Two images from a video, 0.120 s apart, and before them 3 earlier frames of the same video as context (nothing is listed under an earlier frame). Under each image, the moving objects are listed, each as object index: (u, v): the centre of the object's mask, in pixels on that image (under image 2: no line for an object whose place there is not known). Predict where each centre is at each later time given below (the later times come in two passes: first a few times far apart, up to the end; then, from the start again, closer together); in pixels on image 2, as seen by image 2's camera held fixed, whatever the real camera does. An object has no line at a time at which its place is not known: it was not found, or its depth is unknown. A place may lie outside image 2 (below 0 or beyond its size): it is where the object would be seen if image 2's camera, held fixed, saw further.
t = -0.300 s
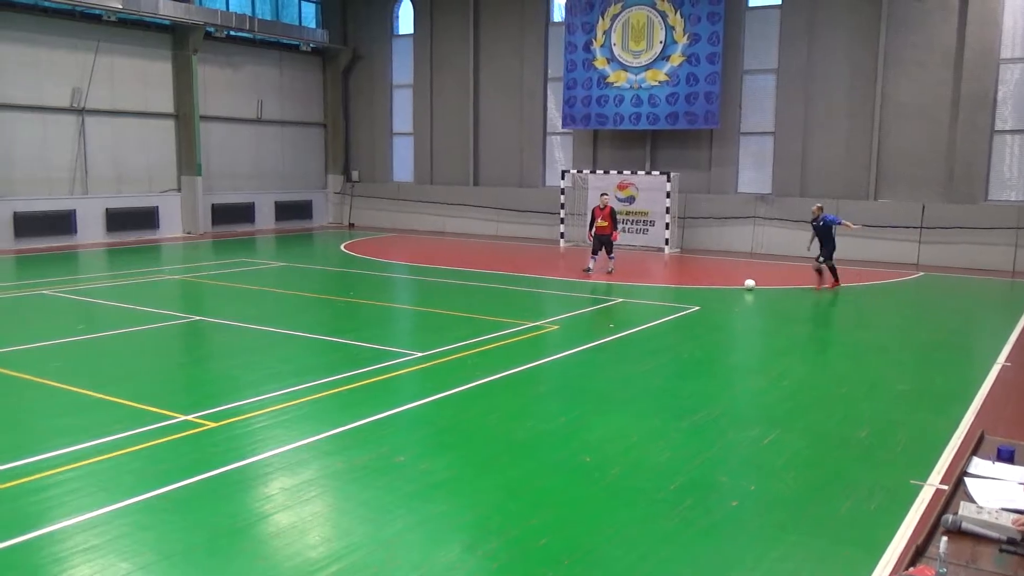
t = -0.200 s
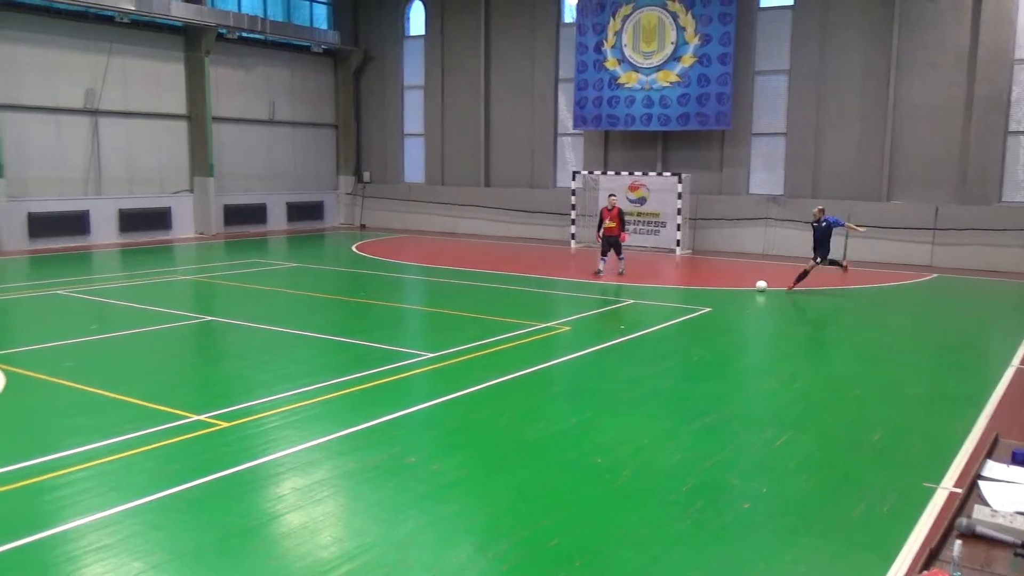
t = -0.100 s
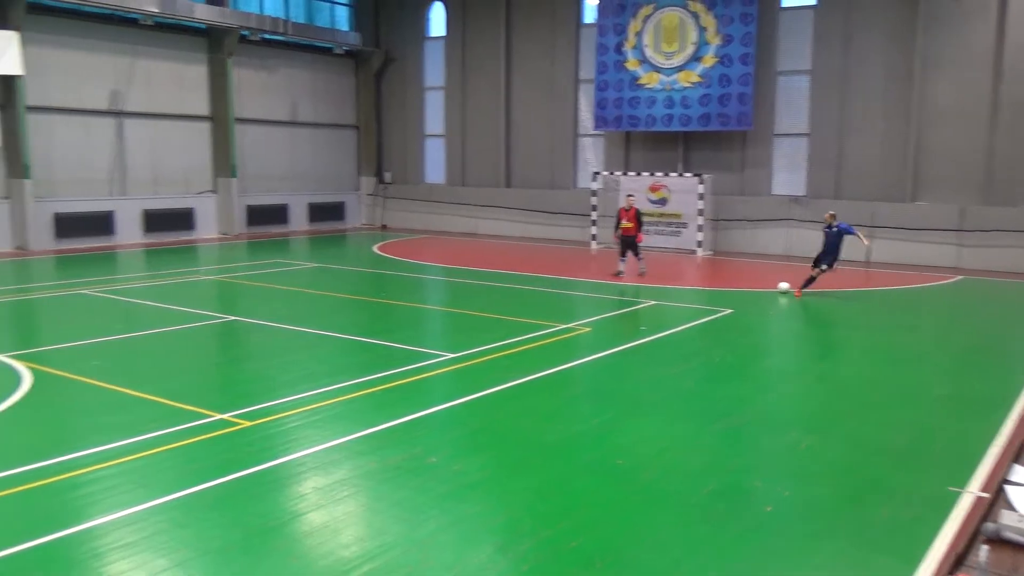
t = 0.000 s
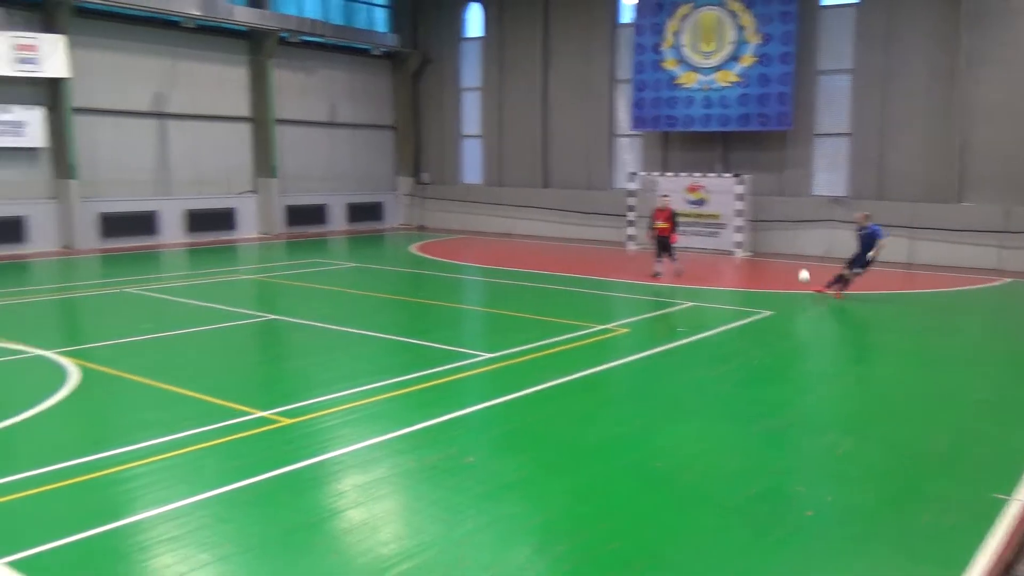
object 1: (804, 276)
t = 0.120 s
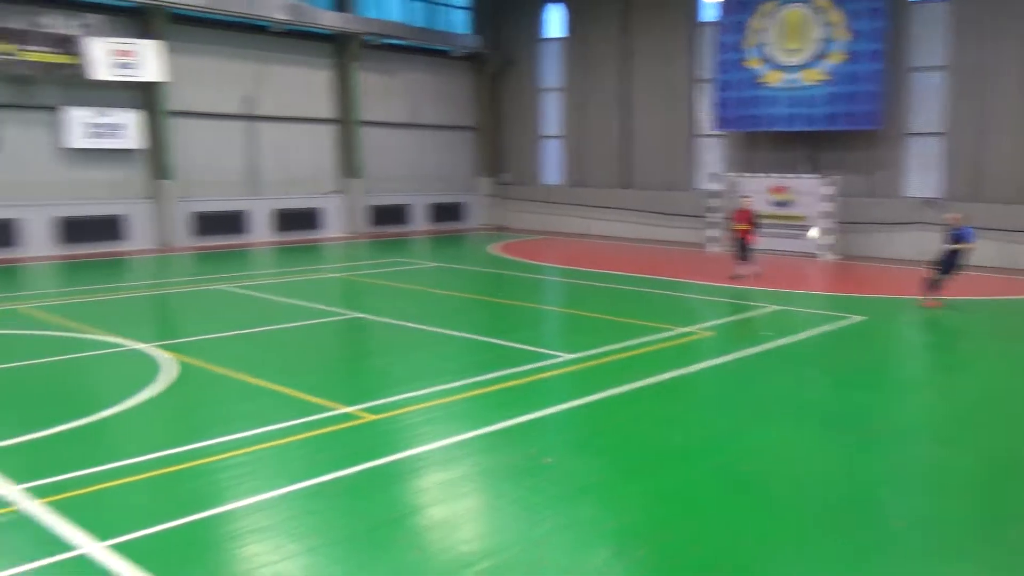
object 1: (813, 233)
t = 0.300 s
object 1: (672, 161)
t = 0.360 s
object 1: (617, 135)
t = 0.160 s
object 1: (786, 218)
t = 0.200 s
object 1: (756, 202)
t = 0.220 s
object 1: (740, 194)
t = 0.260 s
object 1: (708, 178)
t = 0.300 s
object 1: (672, 161)
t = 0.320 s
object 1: (654, 153)
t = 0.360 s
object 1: (617, 135)
